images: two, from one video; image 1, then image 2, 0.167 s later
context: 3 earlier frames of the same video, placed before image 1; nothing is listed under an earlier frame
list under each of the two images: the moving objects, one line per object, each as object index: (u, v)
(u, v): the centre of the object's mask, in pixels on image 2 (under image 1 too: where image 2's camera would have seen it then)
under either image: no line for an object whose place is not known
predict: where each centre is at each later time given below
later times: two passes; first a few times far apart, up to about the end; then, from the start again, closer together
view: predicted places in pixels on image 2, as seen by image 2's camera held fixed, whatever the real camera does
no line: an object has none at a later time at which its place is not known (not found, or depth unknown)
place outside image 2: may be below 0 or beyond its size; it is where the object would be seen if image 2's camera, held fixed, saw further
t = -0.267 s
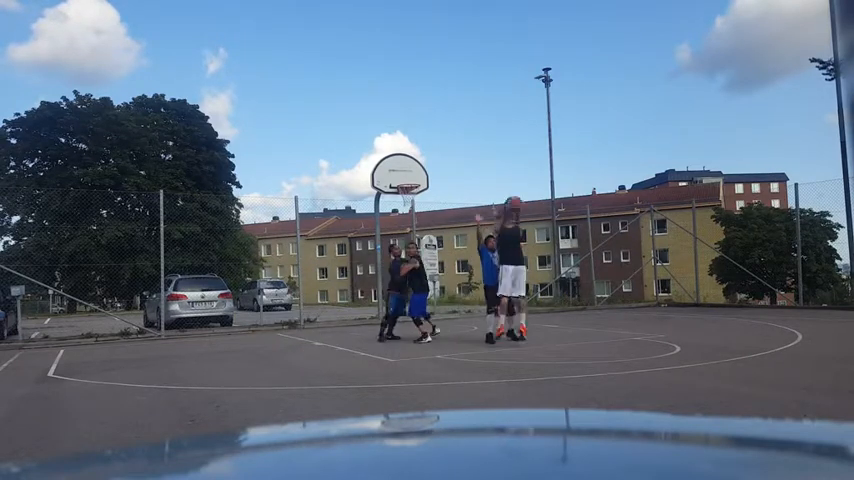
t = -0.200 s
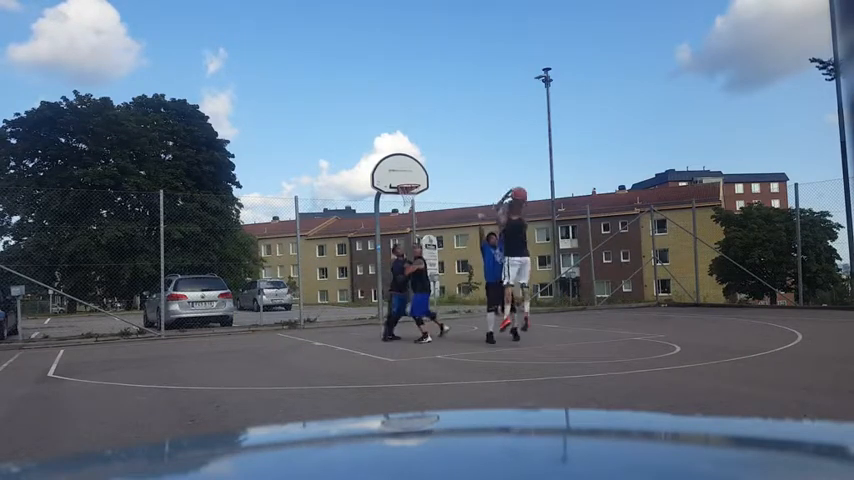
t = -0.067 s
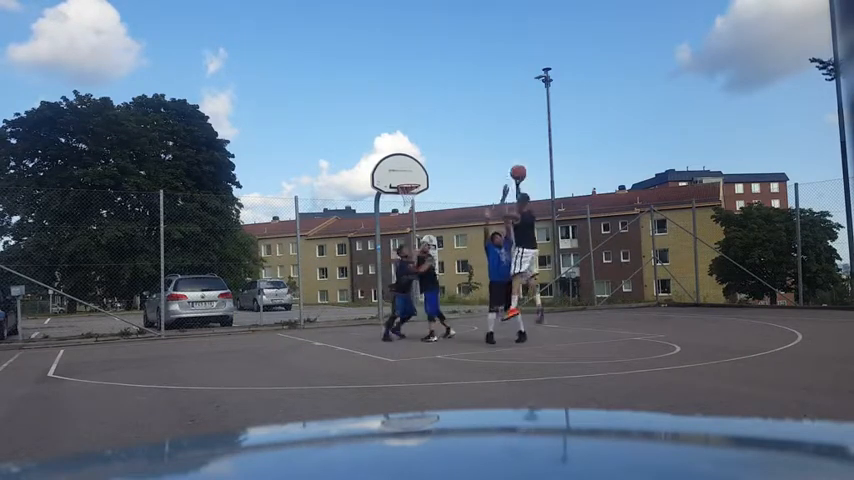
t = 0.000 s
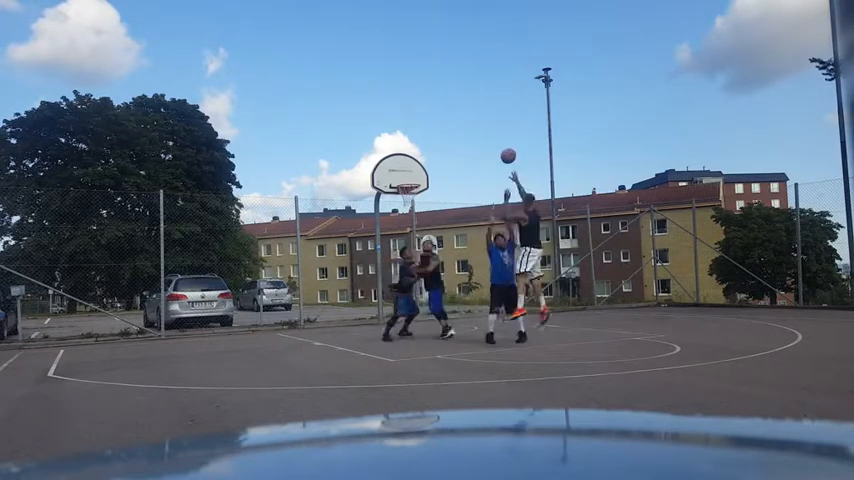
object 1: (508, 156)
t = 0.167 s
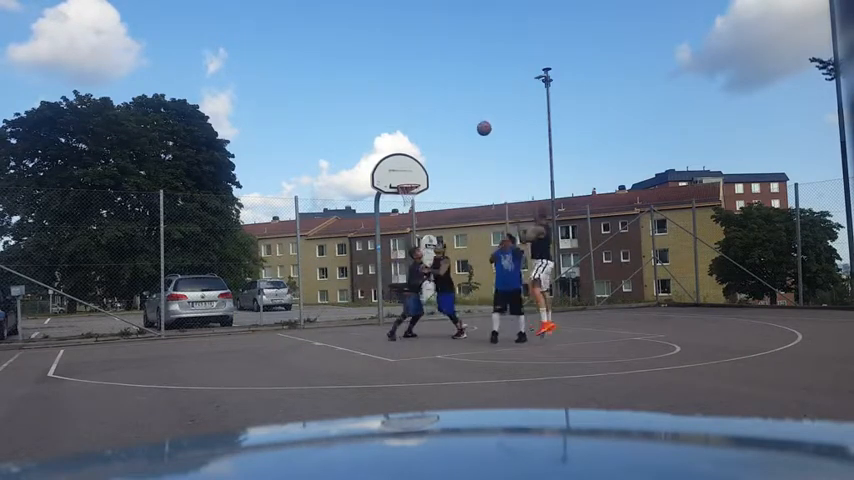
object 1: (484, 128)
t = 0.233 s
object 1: (475, 122)
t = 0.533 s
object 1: (441, 127)
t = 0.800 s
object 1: (418, 167)
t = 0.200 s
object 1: (479, 125)
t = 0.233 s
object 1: (475, 122)
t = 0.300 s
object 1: (467, 119)
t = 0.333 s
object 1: (463, 118)
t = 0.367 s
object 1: (459, 118)
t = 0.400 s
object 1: (455, 119)
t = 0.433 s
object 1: (452, 120)
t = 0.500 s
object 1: (445, 124)
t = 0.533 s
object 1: (441, 127)
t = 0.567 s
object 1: (438, 130)
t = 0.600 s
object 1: (435, 134)
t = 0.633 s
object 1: (432, 138)
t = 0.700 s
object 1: (426, 148)
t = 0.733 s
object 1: (423, 154)
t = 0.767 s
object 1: (421, 160)
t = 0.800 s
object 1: (418, 167)
